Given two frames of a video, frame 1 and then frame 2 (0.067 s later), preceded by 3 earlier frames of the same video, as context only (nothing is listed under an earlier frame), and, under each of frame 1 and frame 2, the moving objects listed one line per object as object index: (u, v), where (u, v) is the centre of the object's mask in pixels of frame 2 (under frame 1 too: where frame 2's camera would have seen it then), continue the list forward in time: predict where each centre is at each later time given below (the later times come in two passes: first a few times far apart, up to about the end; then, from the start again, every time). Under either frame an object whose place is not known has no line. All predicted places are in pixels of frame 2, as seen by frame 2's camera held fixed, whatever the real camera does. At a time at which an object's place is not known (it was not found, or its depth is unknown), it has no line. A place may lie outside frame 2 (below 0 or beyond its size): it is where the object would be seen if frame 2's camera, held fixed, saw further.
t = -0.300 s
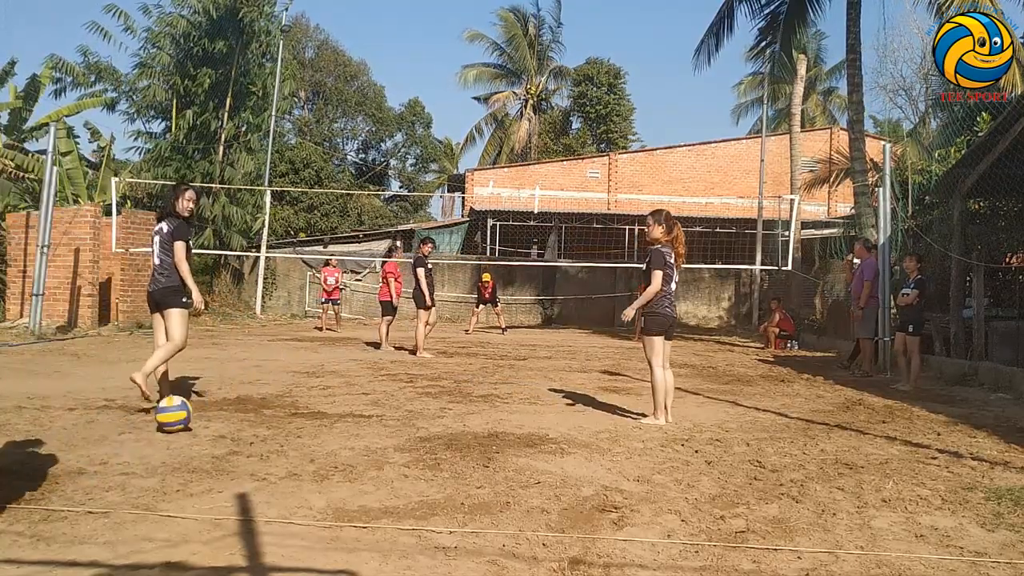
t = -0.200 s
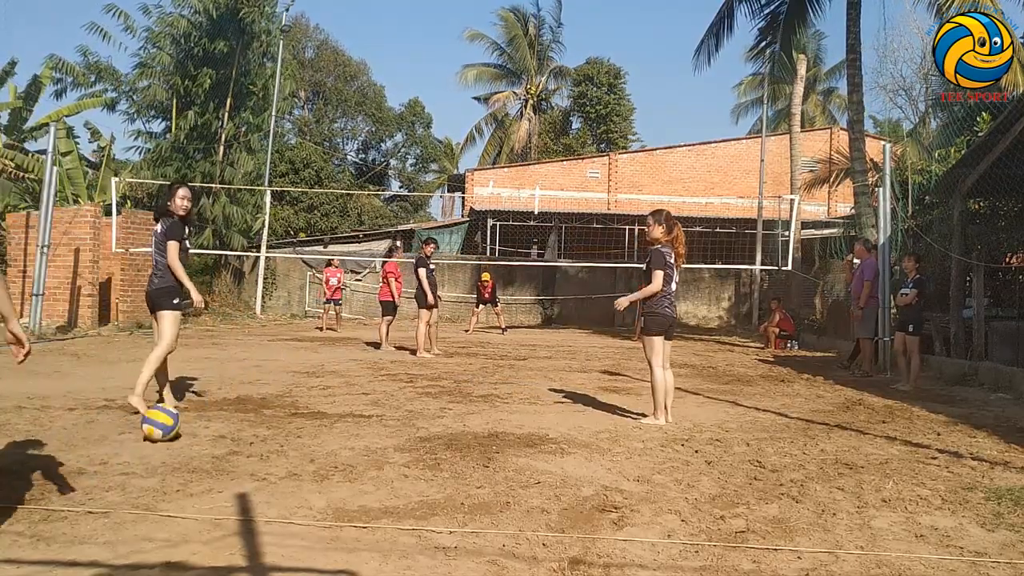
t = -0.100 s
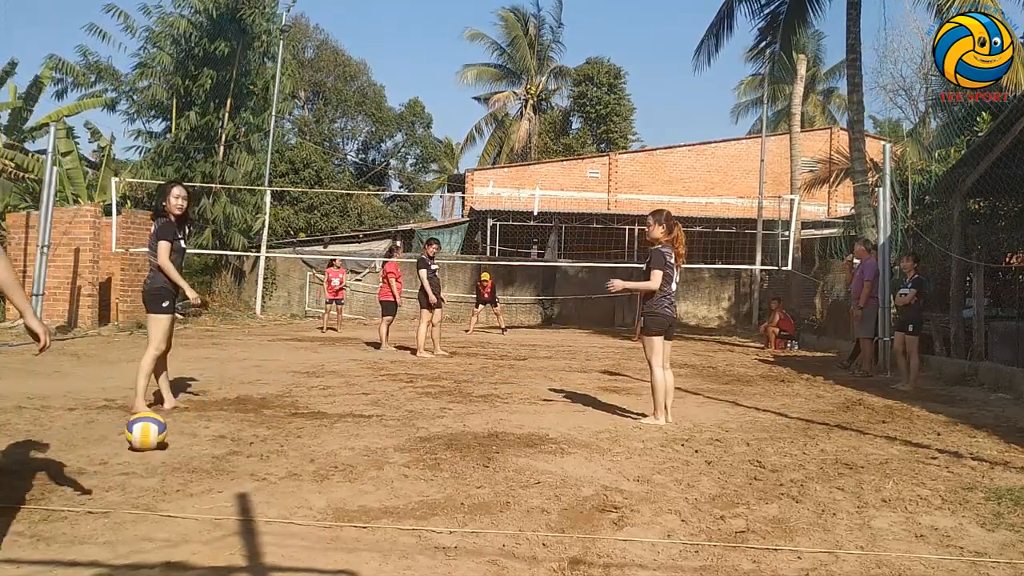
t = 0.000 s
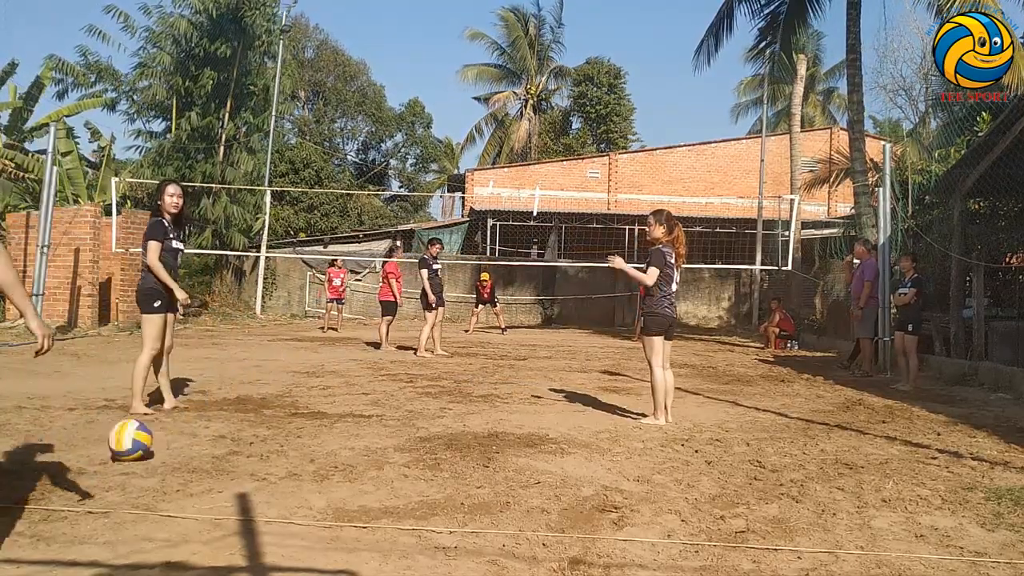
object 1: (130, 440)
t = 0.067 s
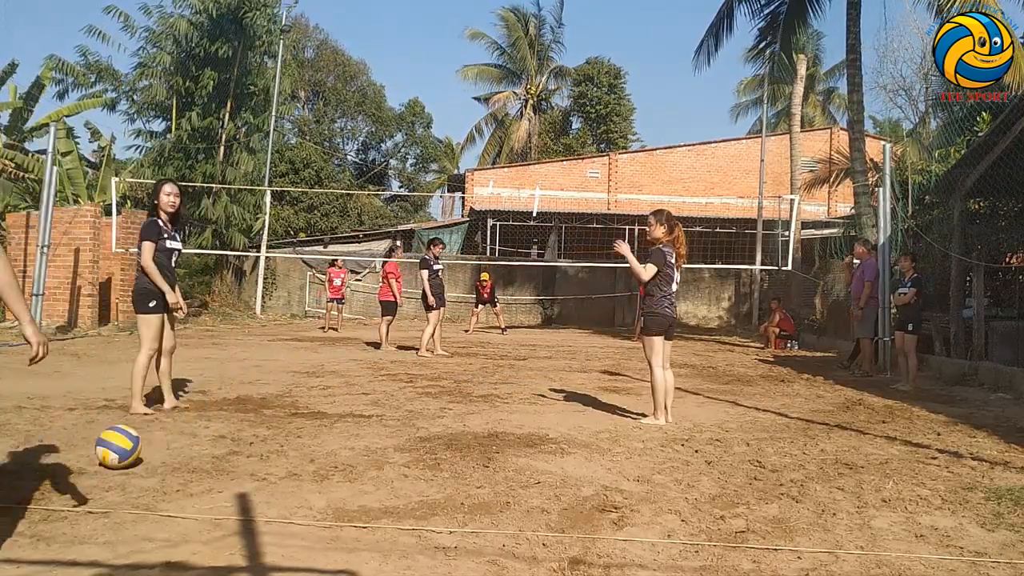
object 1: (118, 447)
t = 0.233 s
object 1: (87, 459)
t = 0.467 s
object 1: (32, 483)
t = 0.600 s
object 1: (11, 497)
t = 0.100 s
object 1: (112, 451)
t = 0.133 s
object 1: (106, 453)
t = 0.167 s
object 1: (100, 457)
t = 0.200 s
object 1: (93, 458)
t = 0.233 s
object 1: (87, 459)
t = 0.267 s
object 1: (81, 464)
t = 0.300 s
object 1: (73, 470)
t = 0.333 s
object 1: (65, 470)
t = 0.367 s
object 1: (57, 474)
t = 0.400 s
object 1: (51, 477)
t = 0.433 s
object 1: (43, 481)
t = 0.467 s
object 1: (32, 483)
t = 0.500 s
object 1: (25, 488)
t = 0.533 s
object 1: (20, 494)
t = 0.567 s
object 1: (15, 495)
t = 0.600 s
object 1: (11, 497)
